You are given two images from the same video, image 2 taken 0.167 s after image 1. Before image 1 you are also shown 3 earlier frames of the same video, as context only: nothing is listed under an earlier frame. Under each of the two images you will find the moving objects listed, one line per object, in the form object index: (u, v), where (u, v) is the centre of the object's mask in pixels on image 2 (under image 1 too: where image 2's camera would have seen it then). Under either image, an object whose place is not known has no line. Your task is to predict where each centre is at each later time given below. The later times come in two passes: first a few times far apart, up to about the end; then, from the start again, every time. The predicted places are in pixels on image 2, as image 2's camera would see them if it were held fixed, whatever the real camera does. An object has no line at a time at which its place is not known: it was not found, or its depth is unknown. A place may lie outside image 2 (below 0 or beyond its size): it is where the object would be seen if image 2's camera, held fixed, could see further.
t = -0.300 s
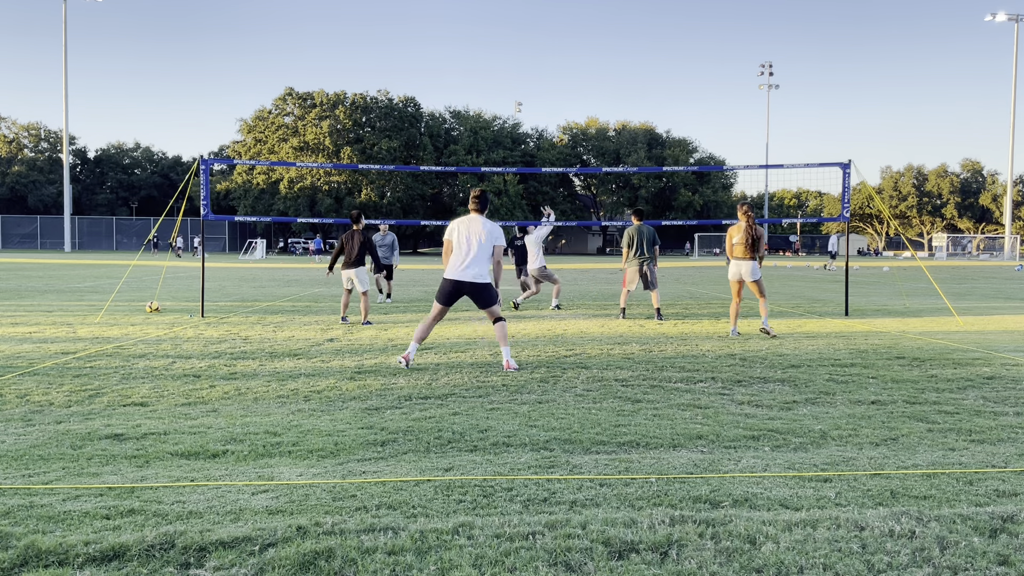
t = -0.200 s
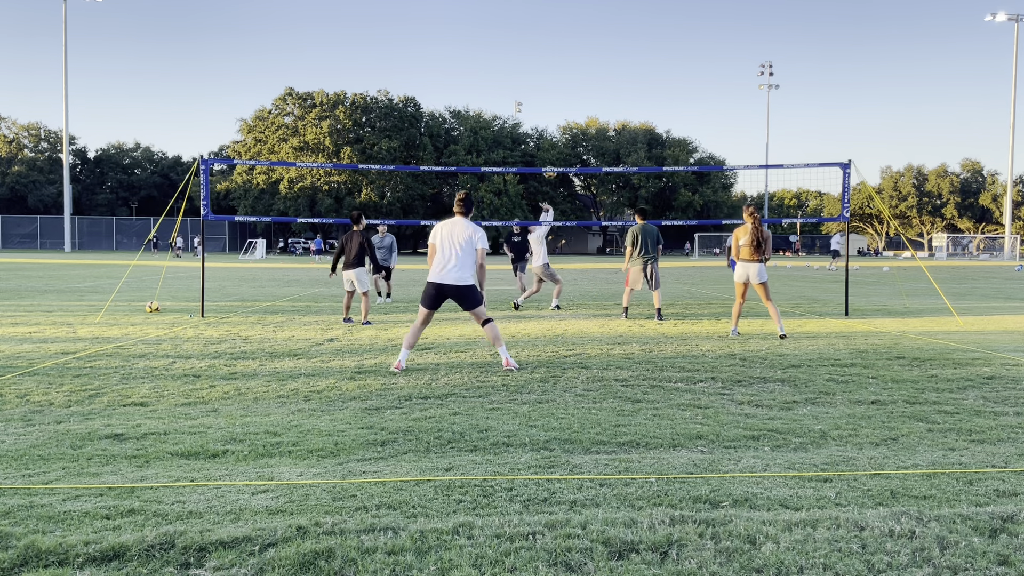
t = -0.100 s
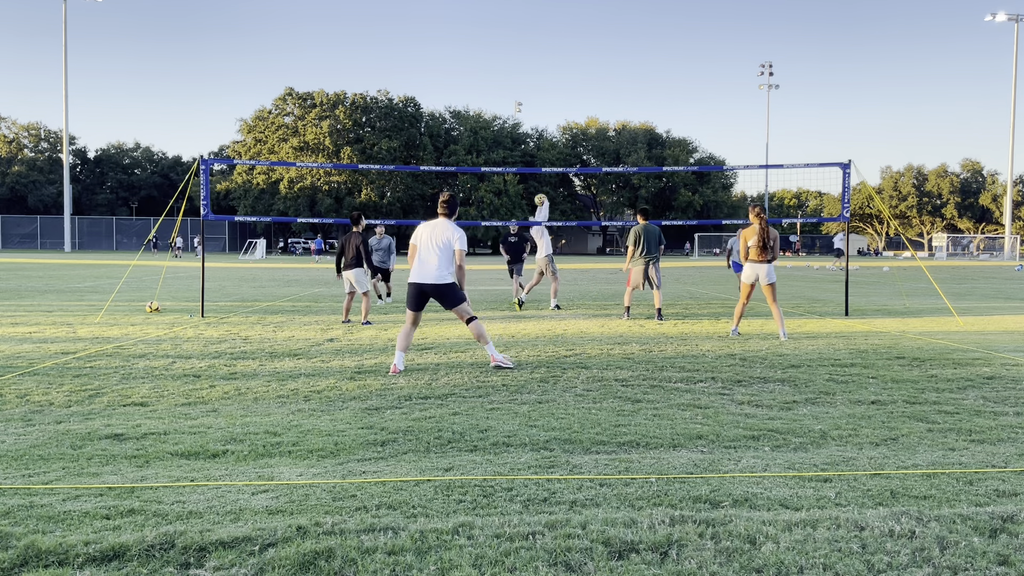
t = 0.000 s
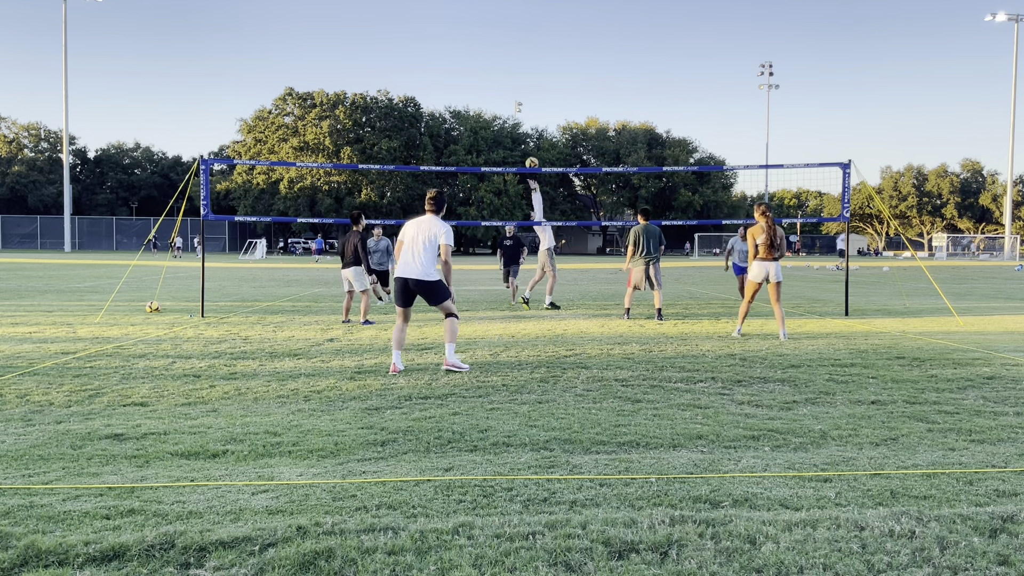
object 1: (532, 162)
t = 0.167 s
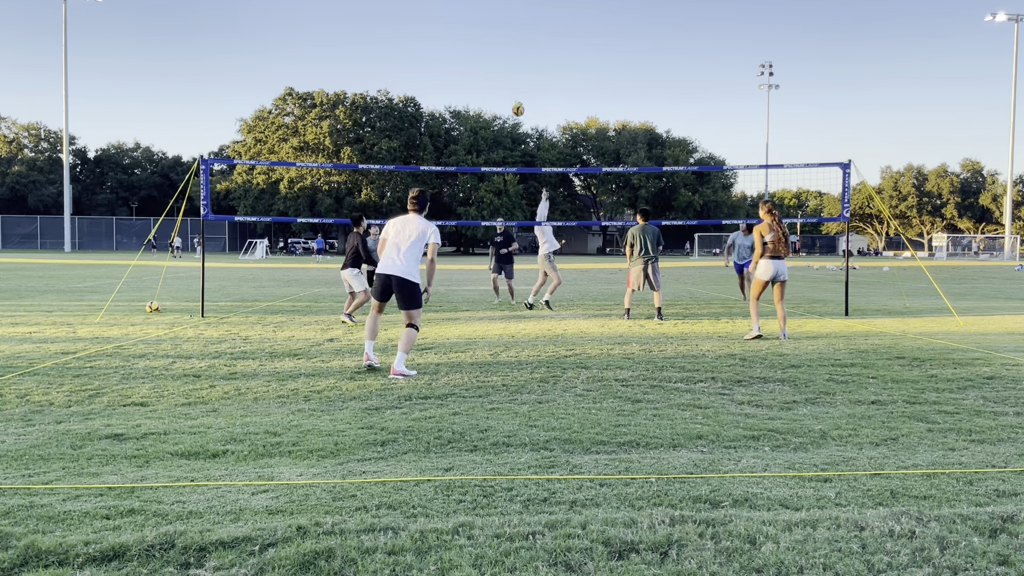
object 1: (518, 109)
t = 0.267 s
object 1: (510, 86)
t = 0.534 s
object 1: (488, 51)
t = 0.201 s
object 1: (515, 101)
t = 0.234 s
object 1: (512, 93)
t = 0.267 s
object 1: (510, 86)
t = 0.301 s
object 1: (507, 79)
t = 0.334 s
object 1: (504, 73)
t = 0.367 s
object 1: (501, 68)
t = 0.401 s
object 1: (499, 63)
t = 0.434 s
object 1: (496, 59)
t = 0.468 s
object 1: (493, 55)
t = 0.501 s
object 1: (491, 53)
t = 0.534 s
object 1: (488, 51)
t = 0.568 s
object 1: (485, 49)
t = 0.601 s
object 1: (482, 48)
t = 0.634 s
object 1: (479, 48)
